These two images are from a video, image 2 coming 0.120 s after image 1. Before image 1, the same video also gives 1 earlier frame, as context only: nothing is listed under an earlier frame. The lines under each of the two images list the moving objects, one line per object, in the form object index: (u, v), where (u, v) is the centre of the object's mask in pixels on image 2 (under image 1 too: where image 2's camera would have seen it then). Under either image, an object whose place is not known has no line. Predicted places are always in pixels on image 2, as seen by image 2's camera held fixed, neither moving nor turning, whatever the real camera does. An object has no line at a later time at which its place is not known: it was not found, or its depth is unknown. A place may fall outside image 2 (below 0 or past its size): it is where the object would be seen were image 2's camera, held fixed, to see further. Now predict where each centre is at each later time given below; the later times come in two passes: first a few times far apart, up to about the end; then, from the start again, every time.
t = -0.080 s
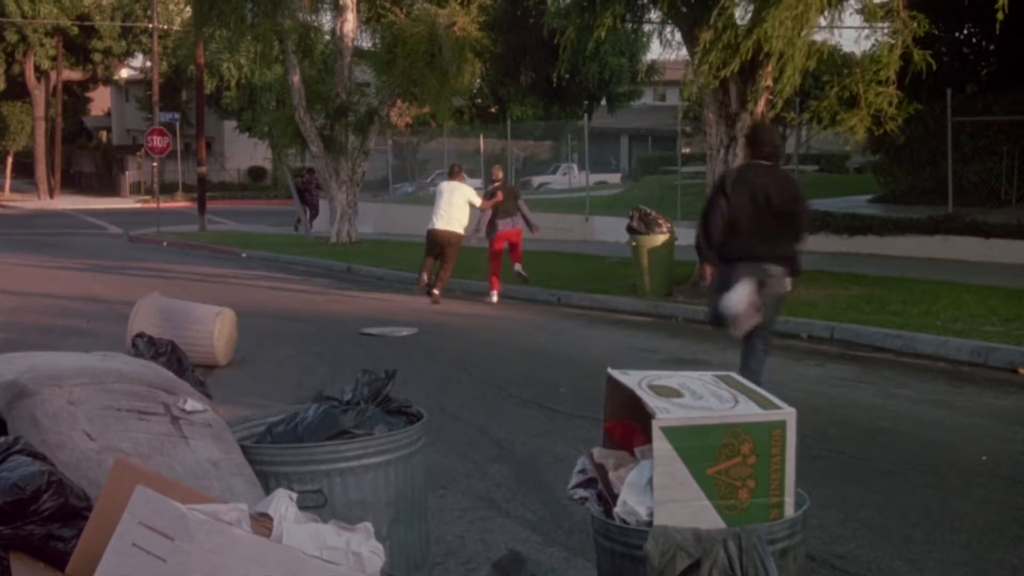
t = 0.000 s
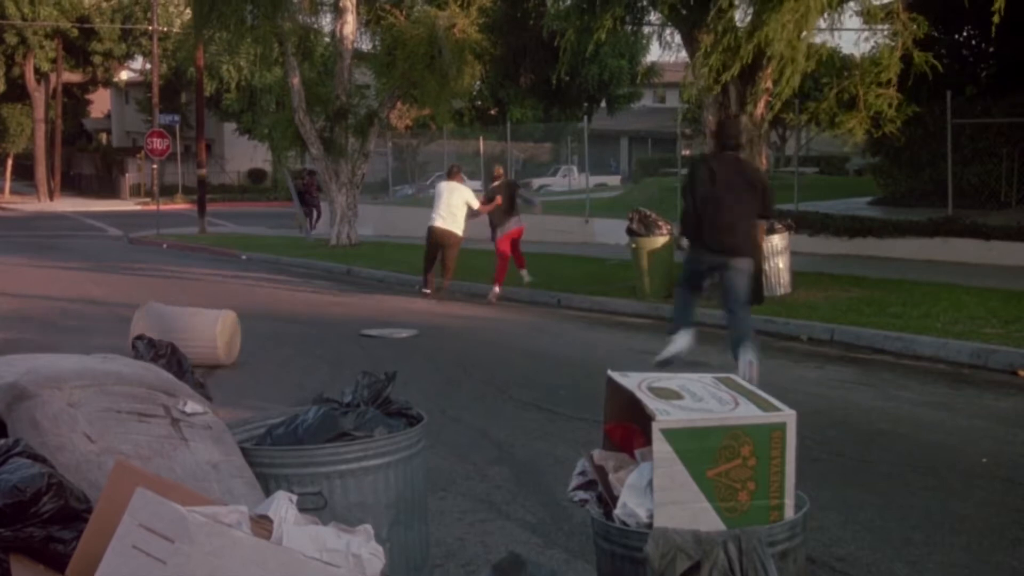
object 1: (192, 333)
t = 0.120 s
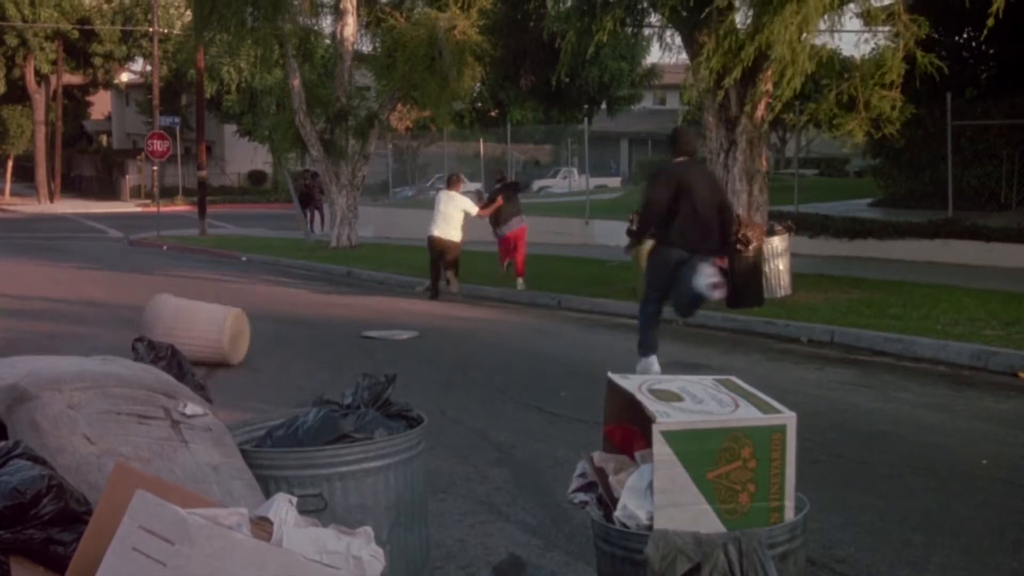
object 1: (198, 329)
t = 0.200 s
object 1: (204, 327)
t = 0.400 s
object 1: (219, 325)
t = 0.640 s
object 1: (240, 325)
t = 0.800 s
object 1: (255, 320)
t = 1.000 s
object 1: (273, 318)
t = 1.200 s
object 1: (293, 316)
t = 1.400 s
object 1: (314, 317)
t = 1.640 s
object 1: (336, 312)
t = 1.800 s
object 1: (352, 311)
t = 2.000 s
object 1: (370, 309)
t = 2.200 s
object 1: (384, 310)
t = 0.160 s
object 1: (201, 328)
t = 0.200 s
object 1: (204, 327)
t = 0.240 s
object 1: (207, 326)
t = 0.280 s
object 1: (210, 327)
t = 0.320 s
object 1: (212, 326)
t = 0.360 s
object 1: (215, 326)
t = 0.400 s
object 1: (219, 325)
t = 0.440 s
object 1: (223, 323)
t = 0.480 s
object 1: (227, 324)
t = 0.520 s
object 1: (229, 325)
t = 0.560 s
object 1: (232, 326)
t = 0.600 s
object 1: (236, 326)
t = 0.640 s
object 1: (240, 325)
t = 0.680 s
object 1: (244, 323)
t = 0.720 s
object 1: (248, 323)
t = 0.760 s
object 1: (252, 322)
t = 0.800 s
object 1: (255, 320)
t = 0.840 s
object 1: (259, 320)
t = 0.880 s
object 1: (263, 320)
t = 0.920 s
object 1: (266, 319)
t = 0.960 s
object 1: (270, 319)
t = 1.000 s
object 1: (273, 318)
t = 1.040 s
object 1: (277, 318)
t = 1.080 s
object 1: (281, 317)
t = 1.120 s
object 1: (285, 317)
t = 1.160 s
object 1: (289, 316)
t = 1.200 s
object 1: (293, 316)
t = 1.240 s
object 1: (297, 316)
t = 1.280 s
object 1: (301, 317)
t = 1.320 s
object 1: (305, 317)
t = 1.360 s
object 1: (309, 318)
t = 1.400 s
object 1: (314, 317)
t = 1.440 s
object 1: (317, 316)
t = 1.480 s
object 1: (321, 315)
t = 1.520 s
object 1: (325, 314)
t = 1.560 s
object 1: (329, 313)
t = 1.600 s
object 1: (332, 313)
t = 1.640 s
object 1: (336, 312)
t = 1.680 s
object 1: (341, 312)
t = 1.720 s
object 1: (345, 312)
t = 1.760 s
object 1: (348, 312)
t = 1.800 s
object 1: (352, 311)
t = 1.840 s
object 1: (356, 311)
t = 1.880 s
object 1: (360, 311)
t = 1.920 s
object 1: (363, 310)
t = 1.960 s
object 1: (366, 309)
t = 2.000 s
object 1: (370, 309)
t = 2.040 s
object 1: (373, 310)
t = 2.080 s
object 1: (376, 309)
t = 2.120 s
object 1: (379, 309)
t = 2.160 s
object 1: (381, 310)
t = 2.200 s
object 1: (384, 310)
